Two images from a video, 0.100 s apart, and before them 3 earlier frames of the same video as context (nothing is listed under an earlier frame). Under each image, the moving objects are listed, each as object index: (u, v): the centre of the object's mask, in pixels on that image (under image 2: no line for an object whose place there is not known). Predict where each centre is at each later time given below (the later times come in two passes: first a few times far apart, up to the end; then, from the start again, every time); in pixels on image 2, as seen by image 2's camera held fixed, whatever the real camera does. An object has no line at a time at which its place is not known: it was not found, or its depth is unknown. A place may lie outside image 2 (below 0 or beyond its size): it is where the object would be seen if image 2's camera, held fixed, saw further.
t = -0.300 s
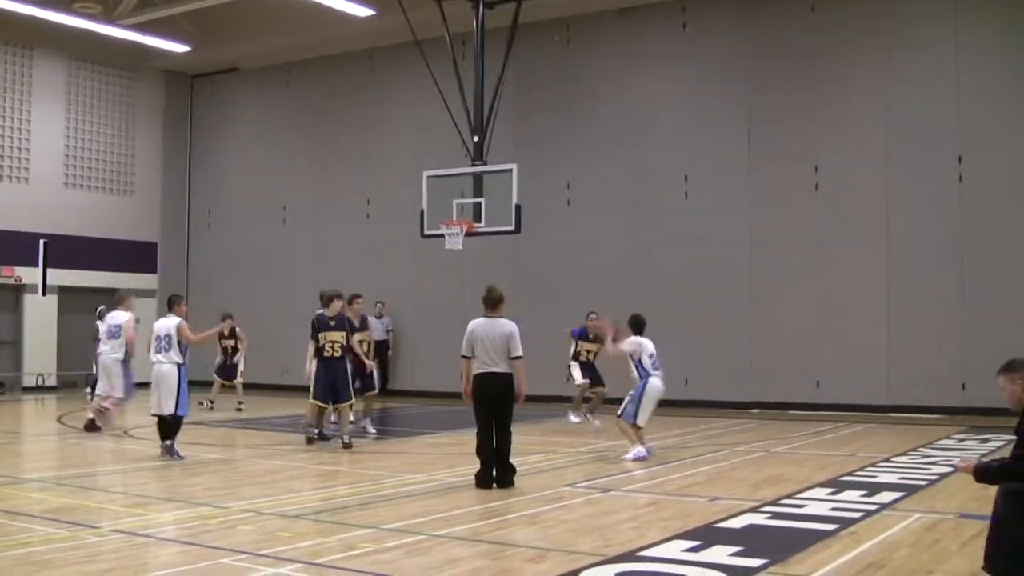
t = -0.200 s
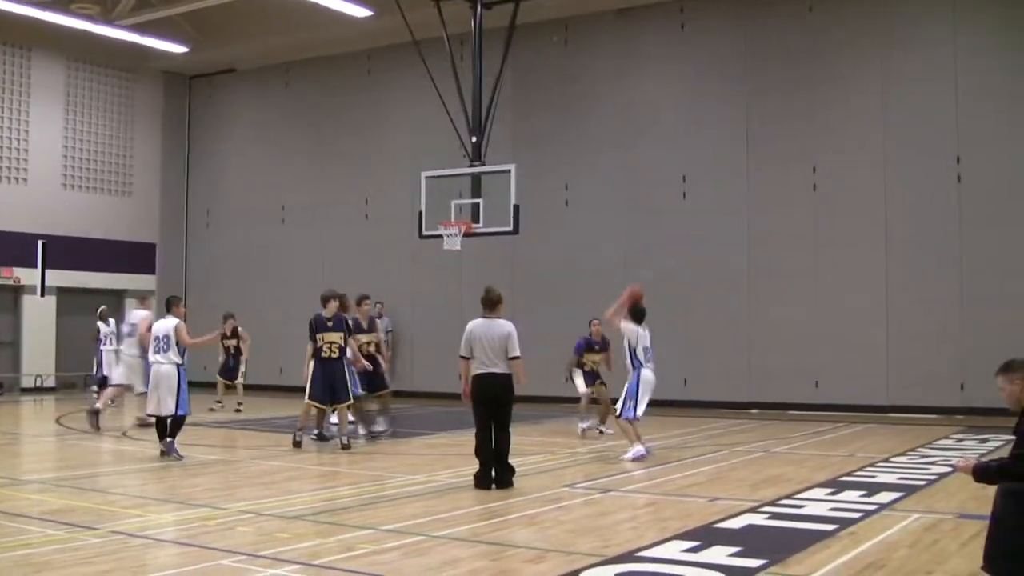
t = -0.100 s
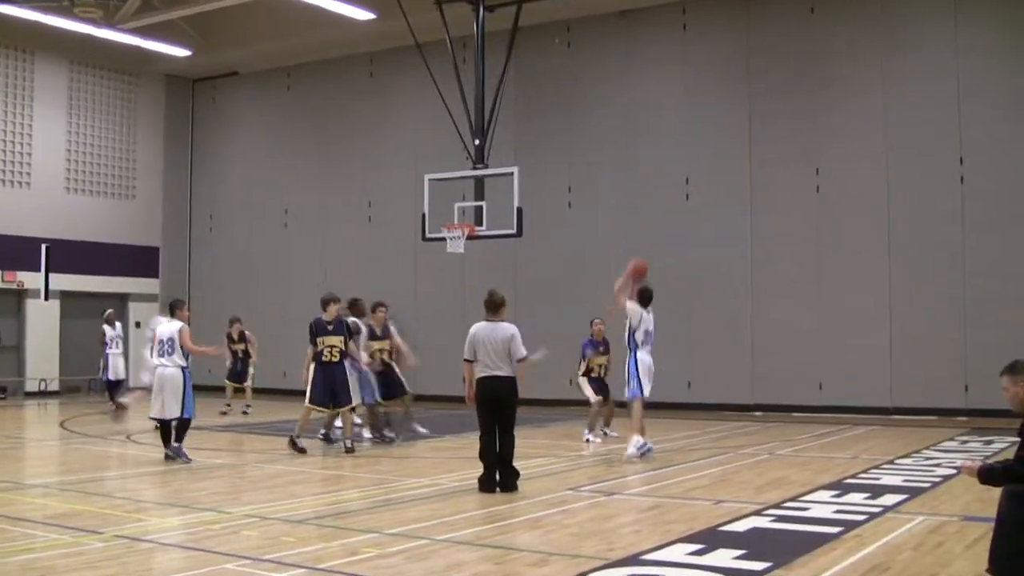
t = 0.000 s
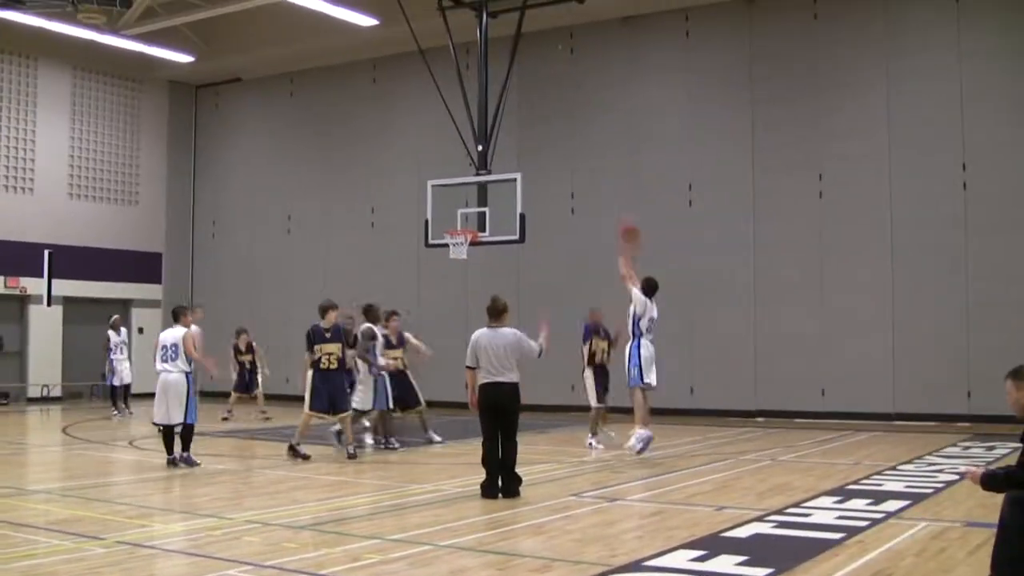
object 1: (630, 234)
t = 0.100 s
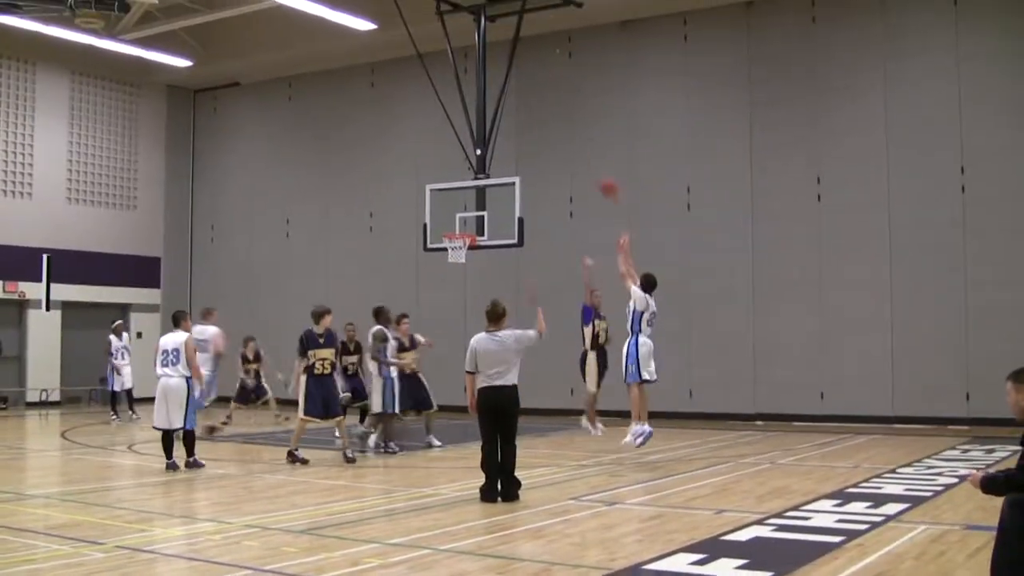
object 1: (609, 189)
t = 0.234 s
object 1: (584, 141)
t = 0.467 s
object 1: (548, 102)
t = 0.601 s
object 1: (531, 100)
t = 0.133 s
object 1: (602, 173)
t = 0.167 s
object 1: (596, 162)
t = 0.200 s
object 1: (589, 151)
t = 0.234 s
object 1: (584, 141)
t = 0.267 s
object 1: (577, 134)
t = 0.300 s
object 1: (572, 127)
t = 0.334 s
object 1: (566, 120)
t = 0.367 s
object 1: (562, 115)
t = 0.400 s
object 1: (558, 109)
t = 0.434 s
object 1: (551, 105)
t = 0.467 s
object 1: (548, 102)
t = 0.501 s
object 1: (543, 100)
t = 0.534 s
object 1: (539, 100)
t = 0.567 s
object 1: (535, 100)
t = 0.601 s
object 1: (531, 100)
